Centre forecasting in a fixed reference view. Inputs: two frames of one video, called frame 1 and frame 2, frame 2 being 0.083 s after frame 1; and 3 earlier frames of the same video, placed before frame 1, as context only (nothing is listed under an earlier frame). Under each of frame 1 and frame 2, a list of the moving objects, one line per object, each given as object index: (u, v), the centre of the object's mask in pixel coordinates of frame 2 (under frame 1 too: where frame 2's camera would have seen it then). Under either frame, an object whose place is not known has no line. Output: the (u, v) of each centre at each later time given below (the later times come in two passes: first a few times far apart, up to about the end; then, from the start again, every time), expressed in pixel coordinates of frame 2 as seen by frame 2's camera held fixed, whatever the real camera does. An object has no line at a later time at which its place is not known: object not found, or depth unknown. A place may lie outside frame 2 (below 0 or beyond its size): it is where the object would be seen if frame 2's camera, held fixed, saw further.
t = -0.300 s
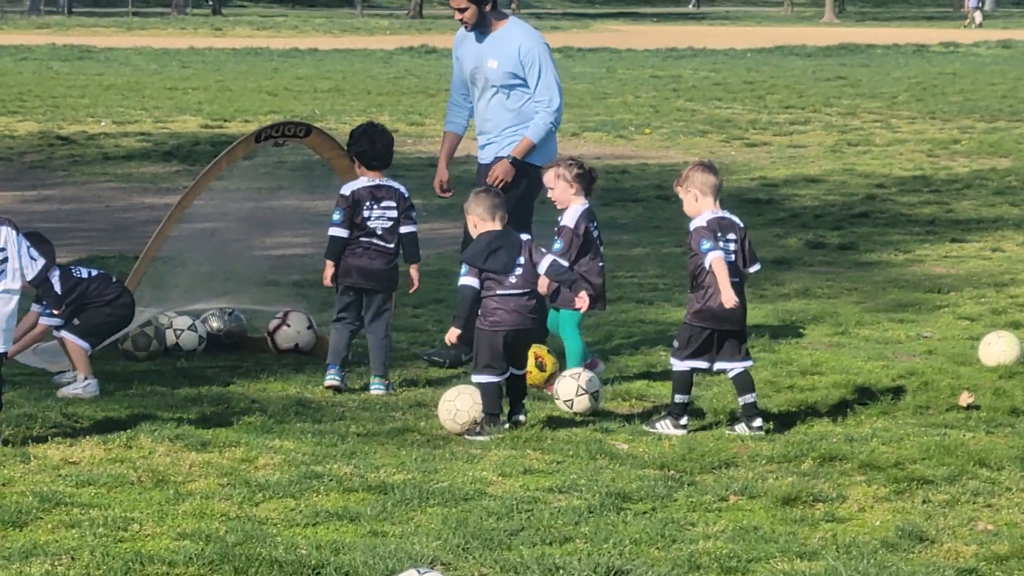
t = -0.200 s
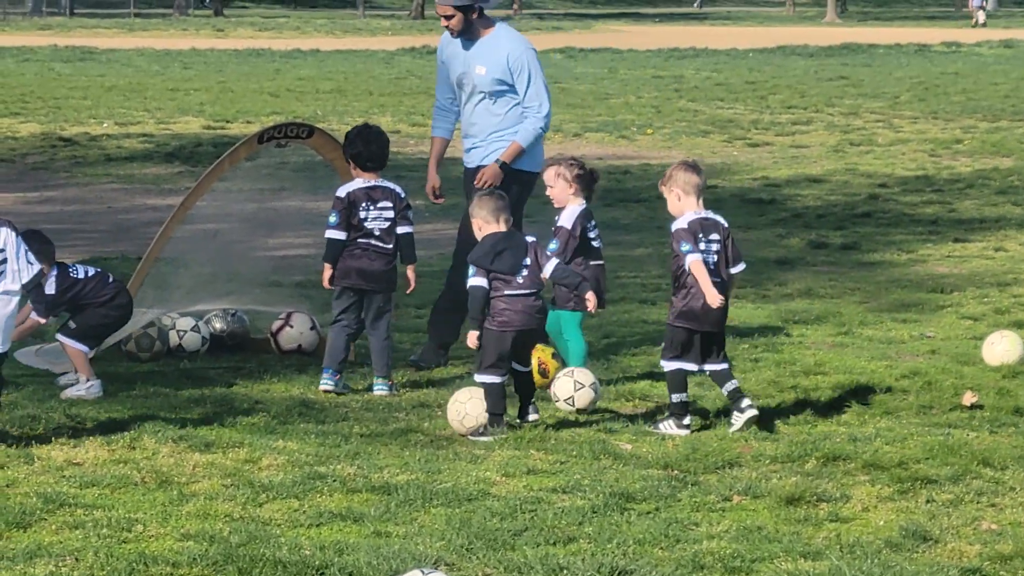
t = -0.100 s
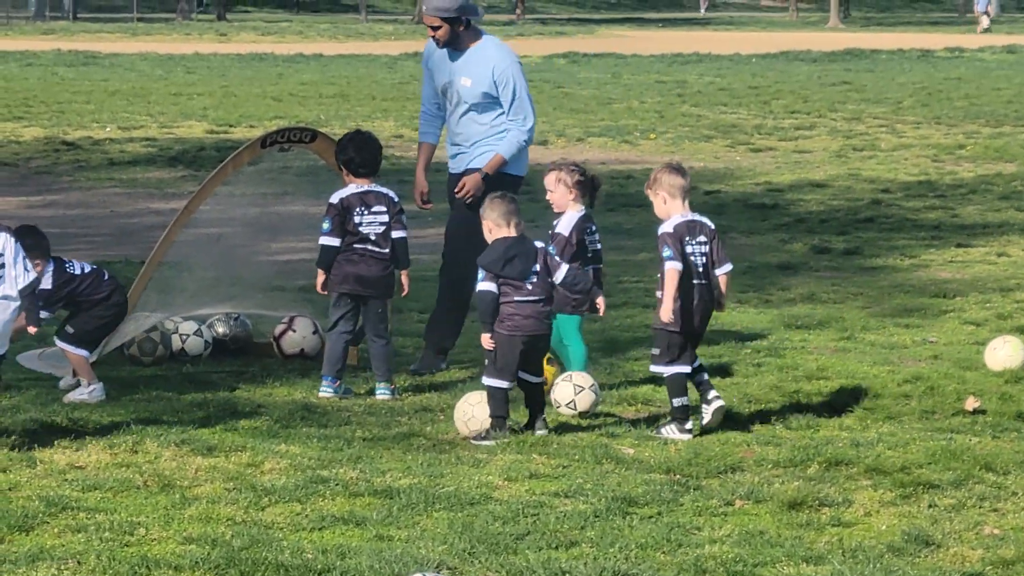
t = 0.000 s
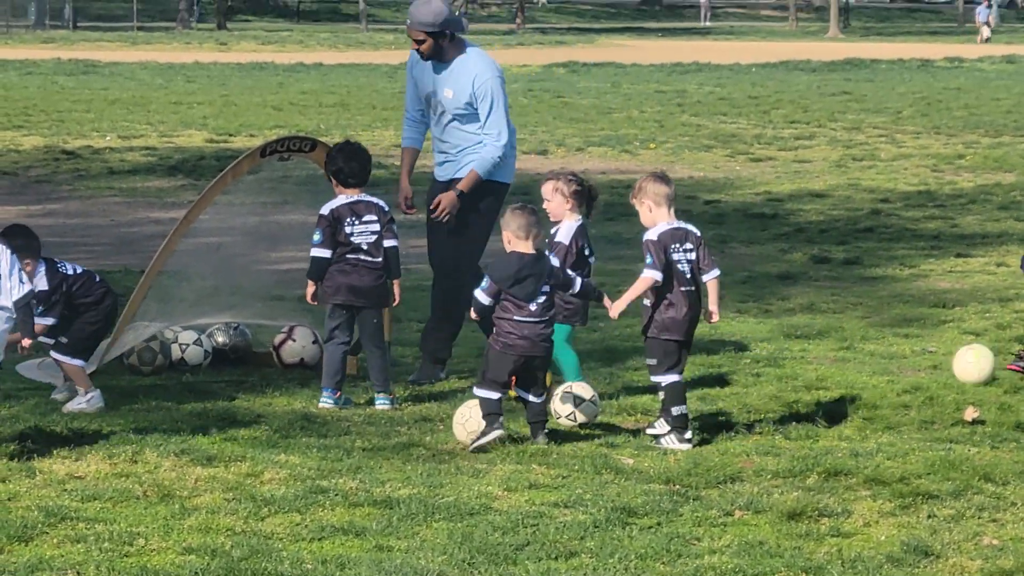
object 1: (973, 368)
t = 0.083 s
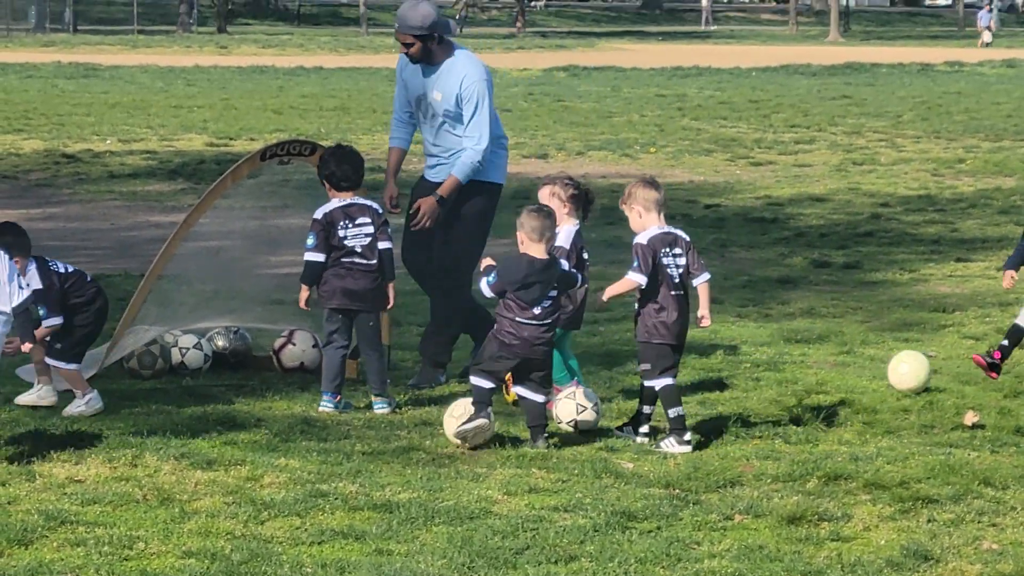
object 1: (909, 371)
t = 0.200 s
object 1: (832, 373)
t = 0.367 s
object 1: (744, 379)
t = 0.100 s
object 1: (896, 372)
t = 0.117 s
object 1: (883, 374)
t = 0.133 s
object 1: (871, 377)
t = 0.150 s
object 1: (858, 379)
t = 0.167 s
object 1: (849, 377)
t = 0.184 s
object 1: (841, 375)
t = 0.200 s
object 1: (832, 373)
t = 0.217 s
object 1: (824, 371)
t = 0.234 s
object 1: (816, 371)
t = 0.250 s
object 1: (807, 370)
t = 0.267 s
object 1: (797, 370)
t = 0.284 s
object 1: (789, 370)
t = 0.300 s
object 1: (781, 372)
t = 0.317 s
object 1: (771, 373)
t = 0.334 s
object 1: (762, 376)
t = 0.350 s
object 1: (753, 378)
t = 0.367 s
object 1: (744, 379)
